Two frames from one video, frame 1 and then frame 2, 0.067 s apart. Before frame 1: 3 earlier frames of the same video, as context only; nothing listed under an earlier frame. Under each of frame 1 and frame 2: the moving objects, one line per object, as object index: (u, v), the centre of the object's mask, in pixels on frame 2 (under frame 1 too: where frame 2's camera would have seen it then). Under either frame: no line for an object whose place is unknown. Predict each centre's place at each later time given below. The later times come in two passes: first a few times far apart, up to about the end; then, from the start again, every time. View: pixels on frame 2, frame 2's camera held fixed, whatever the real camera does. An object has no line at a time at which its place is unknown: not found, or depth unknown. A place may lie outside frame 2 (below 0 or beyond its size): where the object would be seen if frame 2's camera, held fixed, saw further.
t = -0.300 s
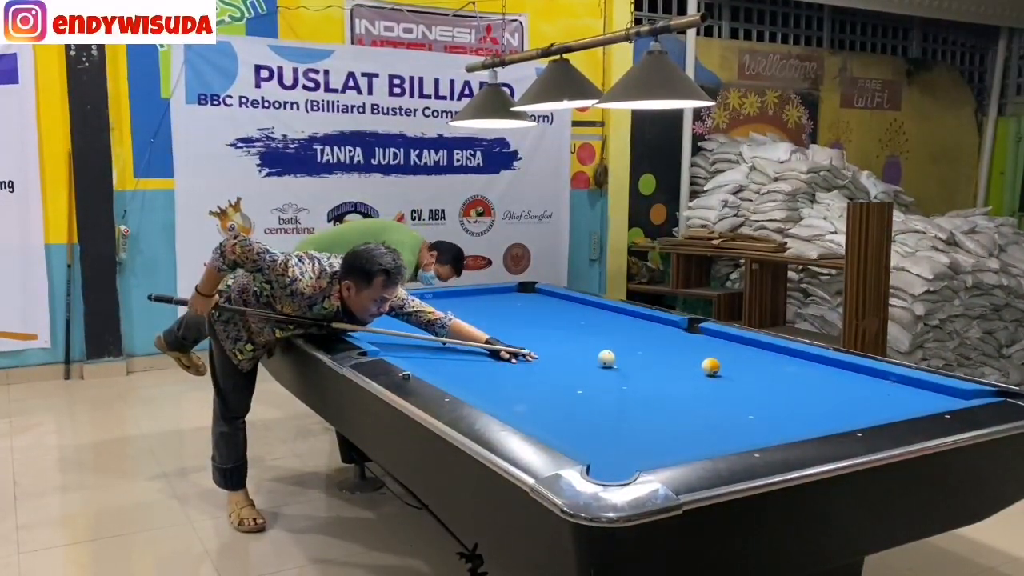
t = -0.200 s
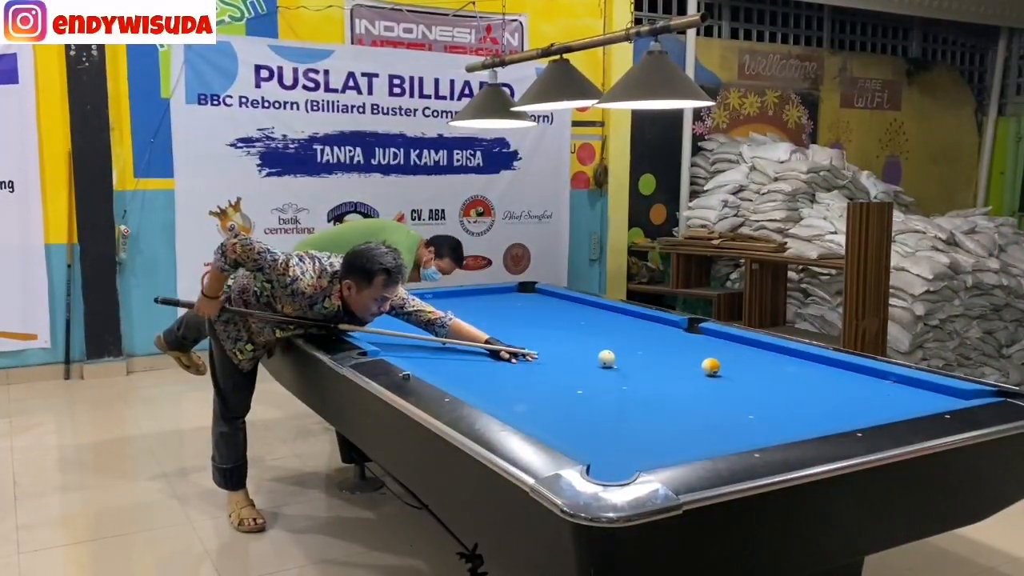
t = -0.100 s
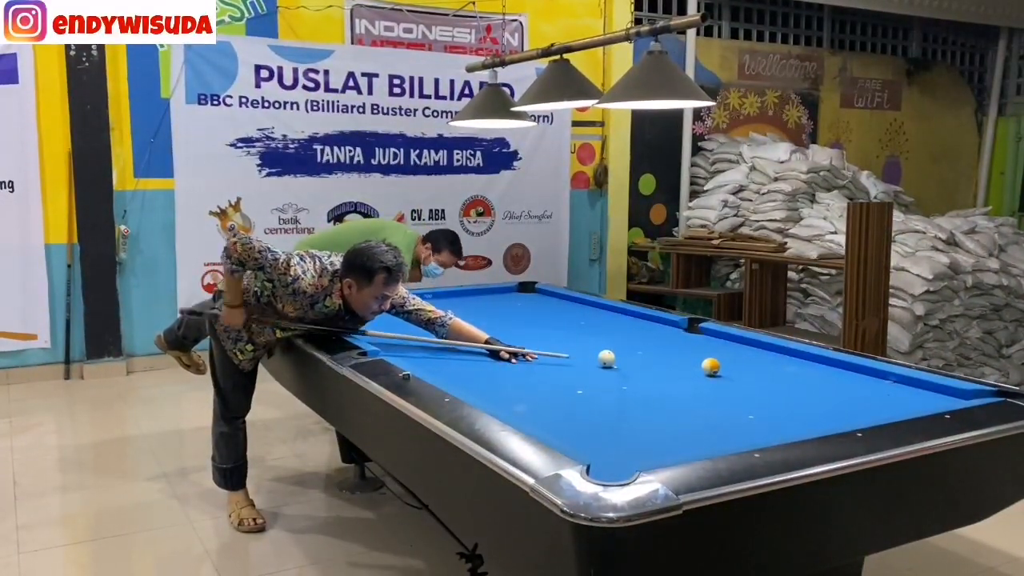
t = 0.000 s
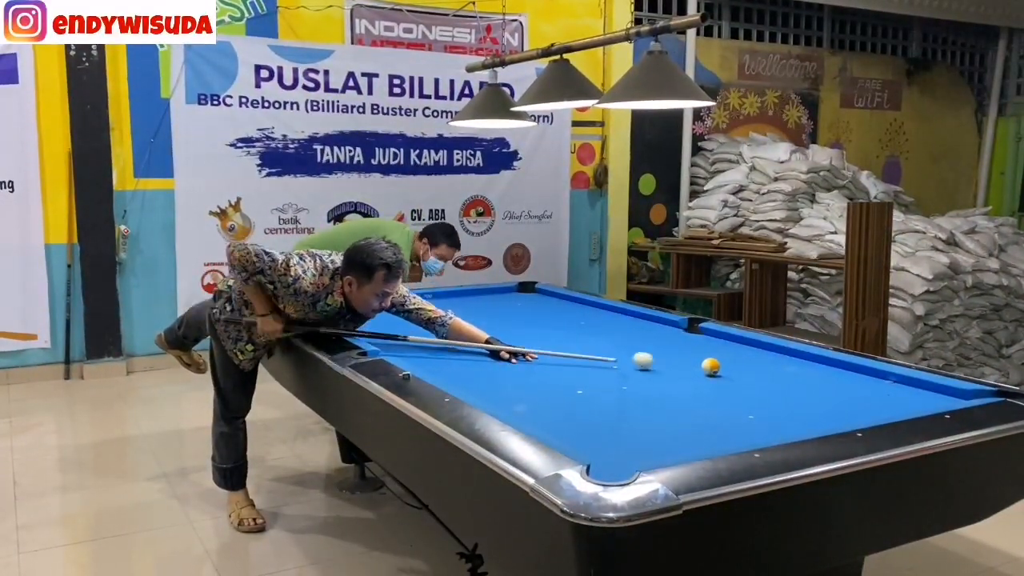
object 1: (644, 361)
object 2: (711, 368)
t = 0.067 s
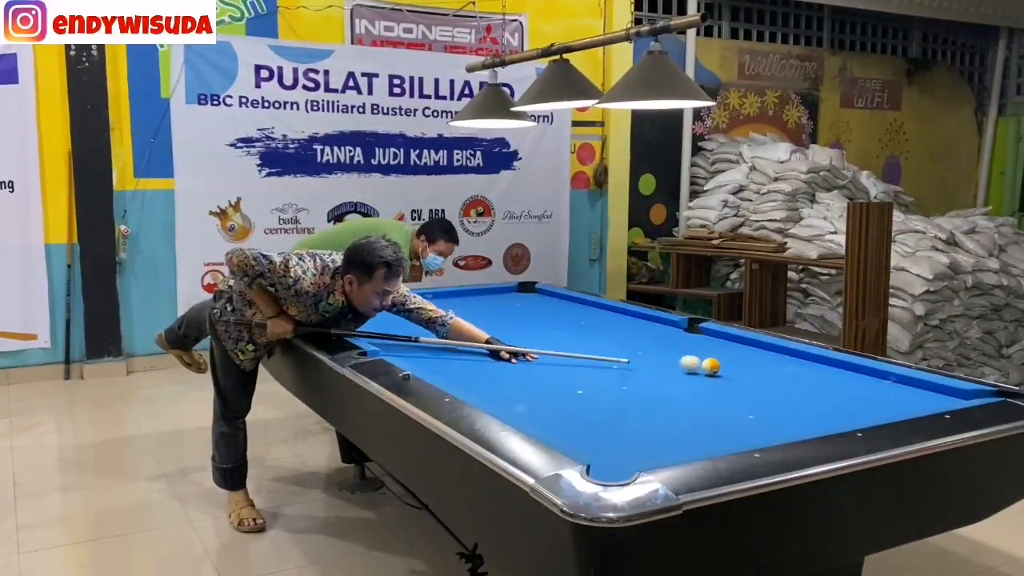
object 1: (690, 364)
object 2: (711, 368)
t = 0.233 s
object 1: (705, 361)
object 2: (802, 377)
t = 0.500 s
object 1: (724, 358)
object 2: (938, 392)
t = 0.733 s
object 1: (738, 355)
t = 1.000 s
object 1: (753, 352)
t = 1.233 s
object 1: (765, 350)
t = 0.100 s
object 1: (695, 364)
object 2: (728, 368)
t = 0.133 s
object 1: (698, 363)
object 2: (749, 371)
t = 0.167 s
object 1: (700, 363)
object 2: (768, 373)
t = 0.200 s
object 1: (702, 362)
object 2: (786, 376)
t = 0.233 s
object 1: (705, 361)
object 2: (802, 377)
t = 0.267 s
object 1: (707, 361)
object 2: (819, 379)
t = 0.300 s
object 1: (710, 361)
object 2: (835, 381)
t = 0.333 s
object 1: (712, 360)
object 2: (852, 383)
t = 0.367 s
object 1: (715, 360)
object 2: (868, 385)
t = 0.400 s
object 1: (717, 359)
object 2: (886, 386)
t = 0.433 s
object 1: (719, 359)
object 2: (902, 388)
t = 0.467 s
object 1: (722, 359)
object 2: (920, 390)
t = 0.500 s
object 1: (724, 358)
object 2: (938, 392)
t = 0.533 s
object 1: (726, 358)
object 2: (956, 393)
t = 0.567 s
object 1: (728, 357)
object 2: (973, 394)
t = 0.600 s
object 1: (730, 357)
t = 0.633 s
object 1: (732, 357)
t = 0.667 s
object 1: (734, 356)
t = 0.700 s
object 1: (736, 356)
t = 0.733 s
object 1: (738, 355)
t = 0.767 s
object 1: (740, 355)
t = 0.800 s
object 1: (742, 355)
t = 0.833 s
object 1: (744, 354)
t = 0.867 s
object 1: (746, 354)
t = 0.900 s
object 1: (748, 353)
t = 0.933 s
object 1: (750, 353)
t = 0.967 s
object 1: (752, 353)
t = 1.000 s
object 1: (753, 352)
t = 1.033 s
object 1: (755, 352)
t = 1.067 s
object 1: (757, 352)
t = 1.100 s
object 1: (759, 352)
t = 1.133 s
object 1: (760, 351)
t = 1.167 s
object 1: (762, 351)
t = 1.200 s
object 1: (764, 351)
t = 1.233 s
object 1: (765, 350)
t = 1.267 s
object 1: (767, 350)
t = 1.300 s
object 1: (768, 349)
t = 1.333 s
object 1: (770, 349)
